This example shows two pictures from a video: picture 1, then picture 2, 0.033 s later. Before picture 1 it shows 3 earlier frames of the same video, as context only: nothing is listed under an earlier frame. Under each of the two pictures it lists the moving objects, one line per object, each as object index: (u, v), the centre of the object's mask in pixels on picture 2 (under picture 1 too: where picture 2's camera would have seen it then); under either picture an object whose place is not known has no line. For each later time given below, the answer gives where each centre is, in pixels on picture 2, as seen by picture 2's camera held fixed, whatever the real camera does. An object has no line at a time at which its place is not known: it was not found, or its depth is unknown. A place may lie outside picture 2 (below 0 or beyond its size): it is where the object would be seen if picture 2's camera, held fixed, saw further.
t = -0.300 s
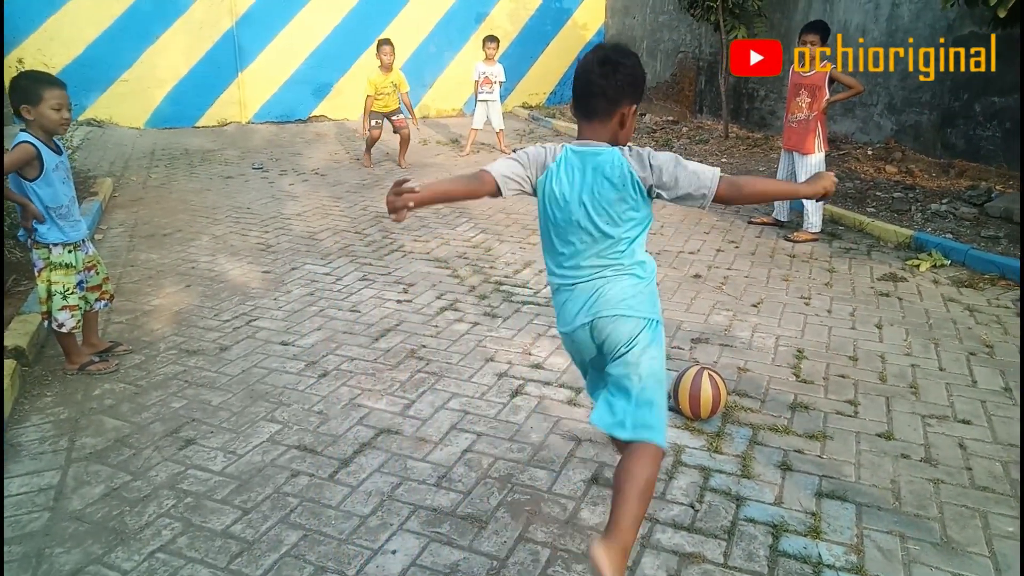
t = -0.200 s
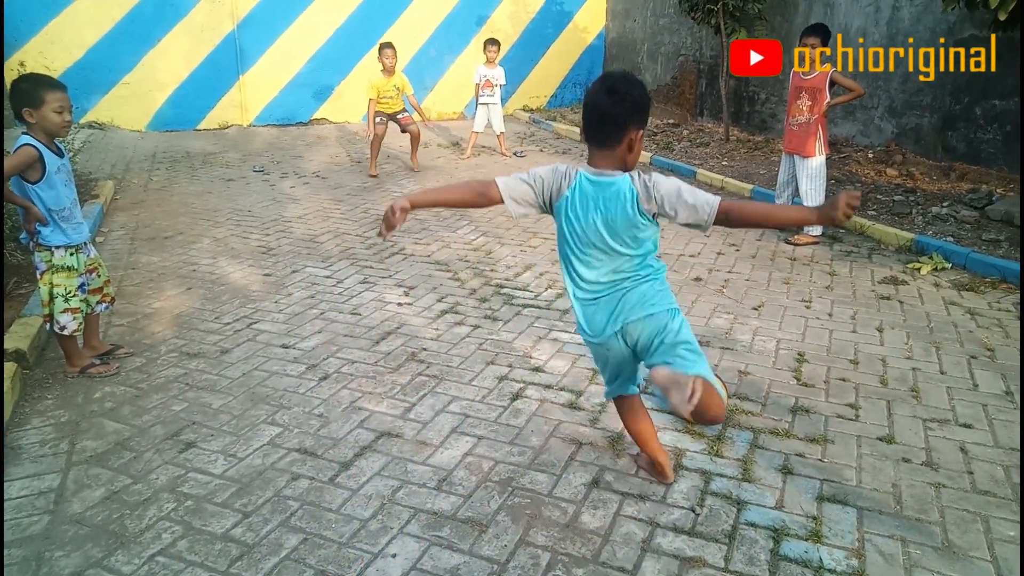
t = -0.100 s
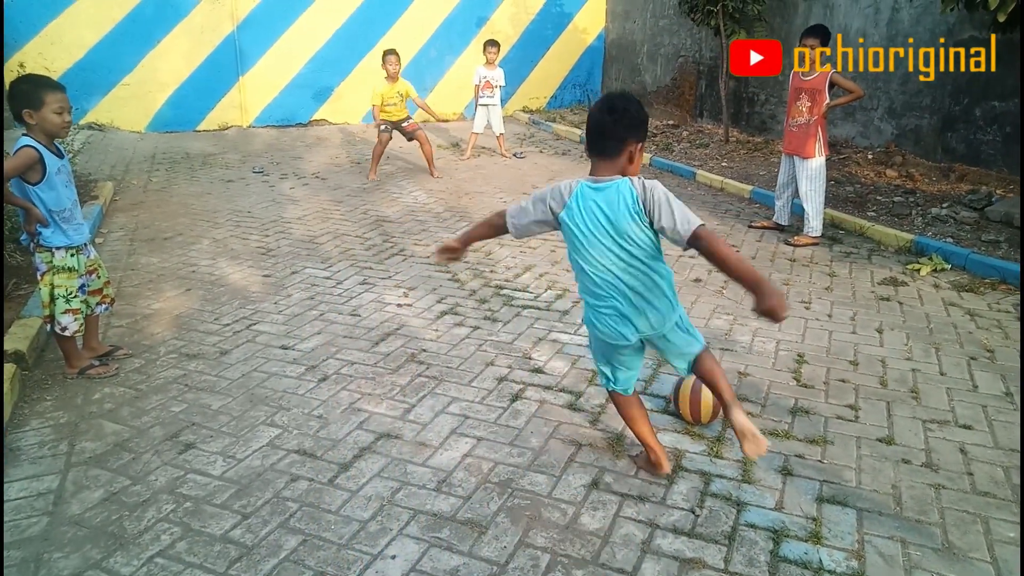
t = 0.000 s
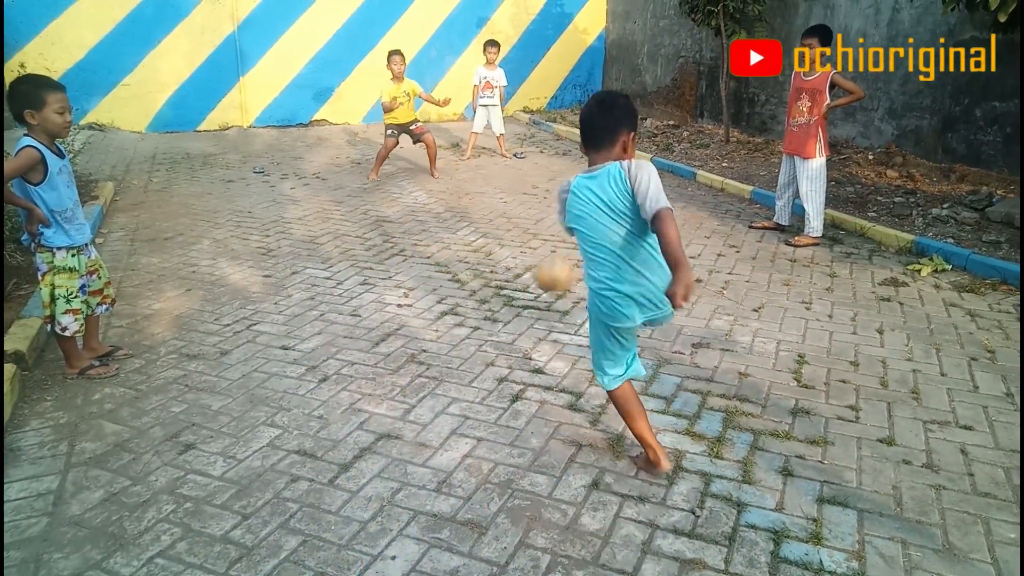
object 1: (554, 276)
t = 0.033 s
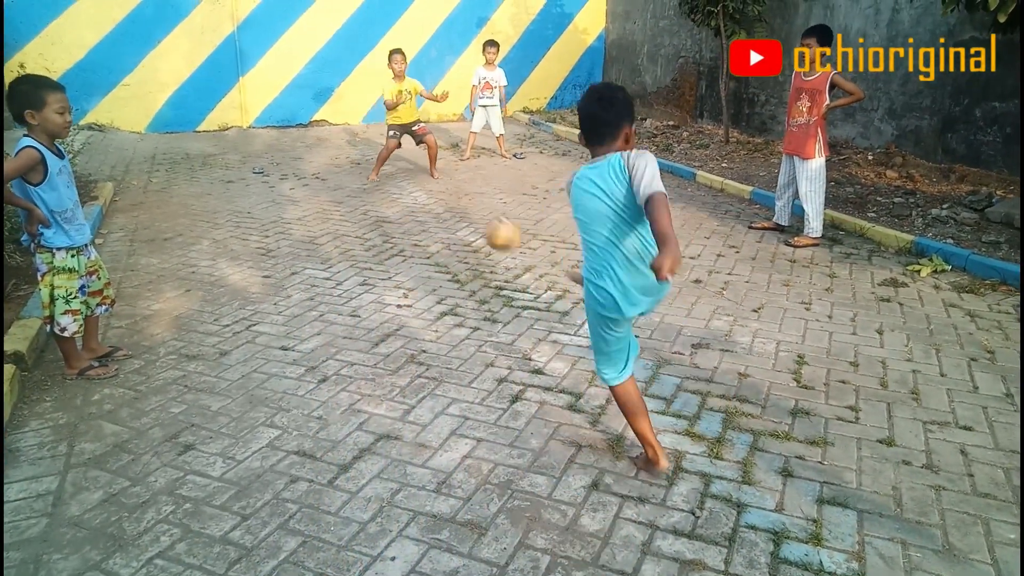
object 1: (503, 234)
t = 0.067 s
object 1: (462, 202)
